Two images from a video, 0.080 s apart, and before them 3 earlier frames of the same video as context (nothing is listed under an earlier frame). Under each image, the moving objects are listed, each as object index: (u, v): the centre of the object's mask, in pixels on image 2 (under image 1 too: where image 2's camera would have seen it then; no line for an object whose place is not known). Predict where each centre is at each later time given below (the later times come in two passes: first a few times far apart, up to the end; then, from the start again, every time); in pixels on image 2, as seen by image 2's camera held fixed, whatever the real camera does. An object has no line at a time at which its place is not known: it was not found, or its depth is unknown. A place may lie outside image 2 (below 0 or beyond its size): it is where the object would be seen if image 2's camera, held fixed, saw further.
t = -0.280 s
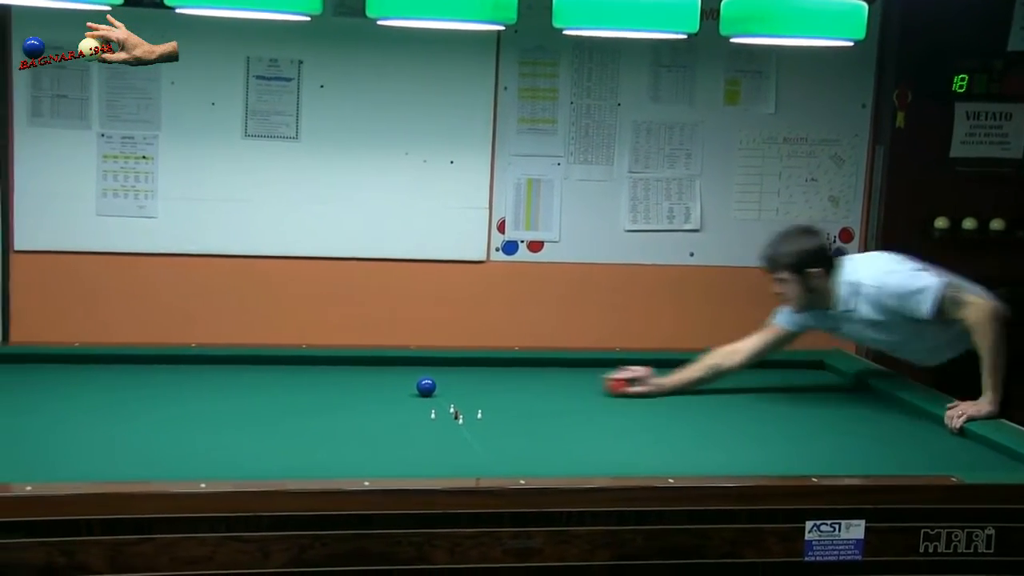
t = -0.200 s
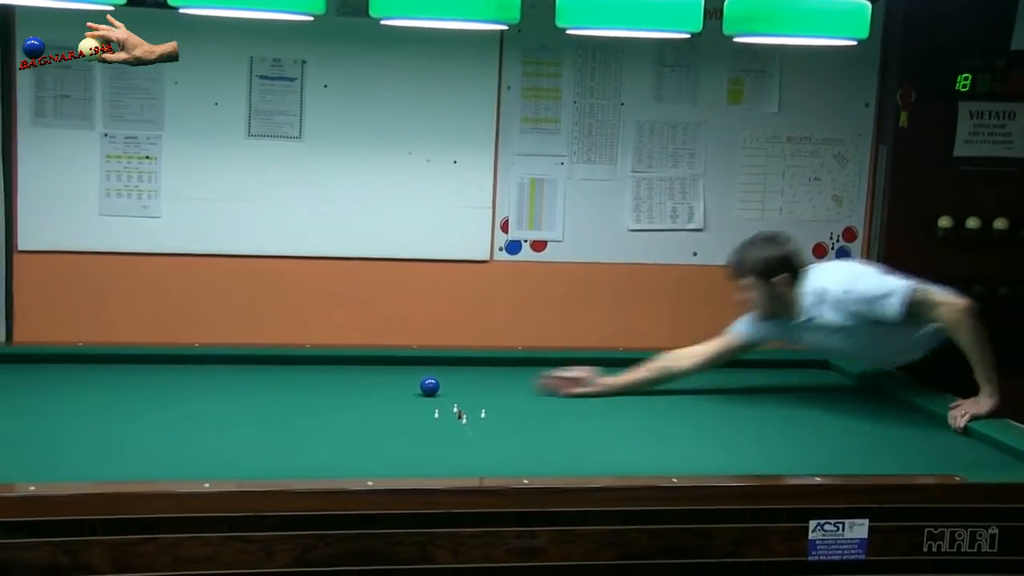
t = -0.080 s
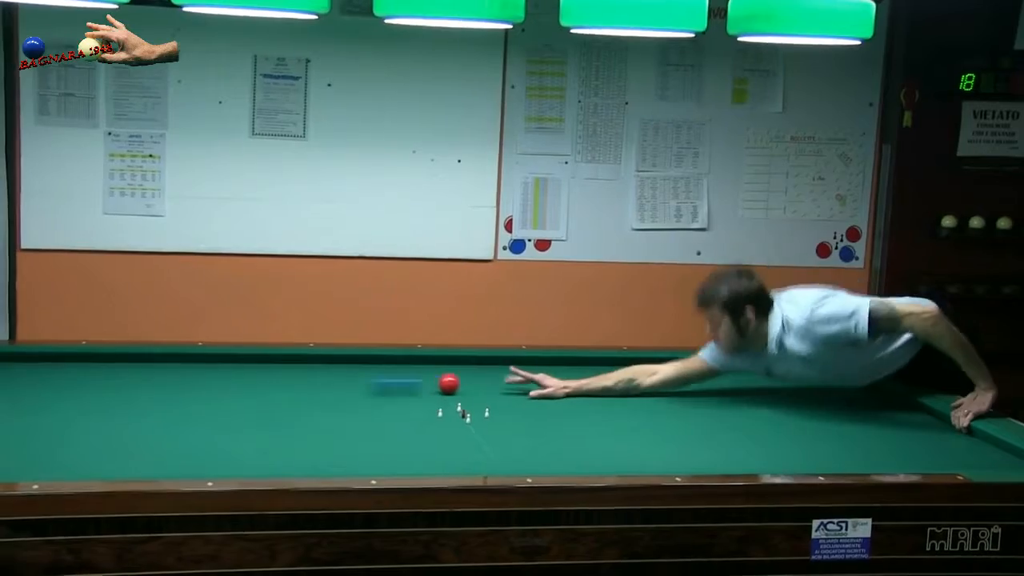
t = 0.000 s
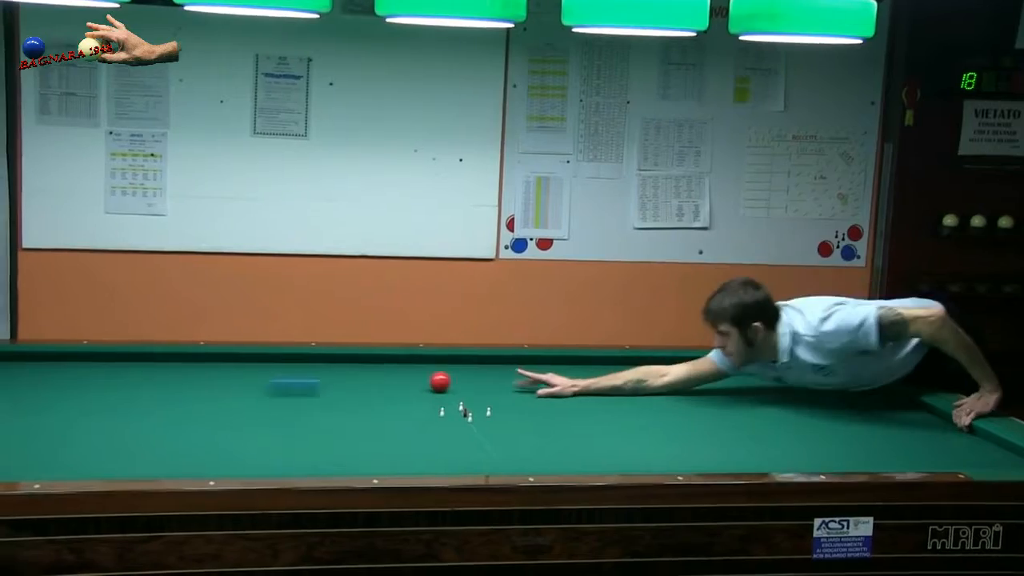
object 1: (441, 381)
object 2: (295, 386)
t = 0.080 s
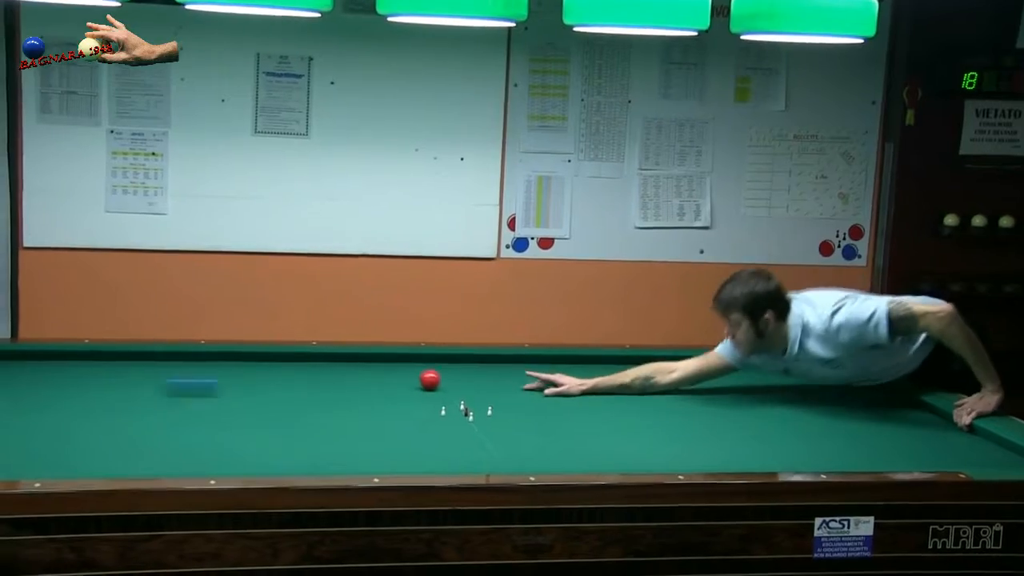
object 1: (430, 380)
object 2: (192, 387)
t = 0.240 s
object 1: (409, 377)
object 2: (4, 391)
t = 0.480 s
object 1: (379, 374)
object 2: (147, 392)
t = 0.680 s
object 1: (355, 372)
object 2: (315, 395)
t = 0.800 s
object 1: (340, 371)
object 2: (403, 396)
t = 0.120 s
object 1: (425, 379)
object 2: (139, 388)
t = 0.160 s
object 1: (420, 378)
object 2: (86, 389)
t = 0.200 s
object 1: (414, 378)
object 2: (30, 389)
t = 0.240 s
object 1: (409, 377)
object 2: (4, 391)
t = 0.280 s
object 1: (404, 377)
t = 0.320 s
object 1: (399, 377)
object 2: (7, 390)
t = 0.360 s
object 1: (394, 376)
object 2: (30, 391)
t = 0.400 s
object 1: (389, 375)
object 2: (72, 392)
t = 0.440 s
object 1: (383, 375)
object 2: (110, 392)
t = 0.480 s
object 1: (379, 374)
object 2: (147, 392)
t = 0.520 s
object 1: (374, 374)
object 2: (183, 393)
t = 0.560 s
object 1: (369, 373)
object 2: (218, 394)
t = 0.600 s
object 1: (364, 373)
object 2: (253, 393)
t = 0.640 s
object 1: (359, 373)
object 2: (284, 394)
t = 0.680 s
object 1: (355, 372)
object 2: (315, 395)
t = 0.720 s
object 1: (349, 372)
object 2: (345, 393)
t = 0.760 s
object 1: (345, 371)
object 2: (374, 395)
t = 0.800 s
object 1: (340, 371)
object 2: (403, 396)
